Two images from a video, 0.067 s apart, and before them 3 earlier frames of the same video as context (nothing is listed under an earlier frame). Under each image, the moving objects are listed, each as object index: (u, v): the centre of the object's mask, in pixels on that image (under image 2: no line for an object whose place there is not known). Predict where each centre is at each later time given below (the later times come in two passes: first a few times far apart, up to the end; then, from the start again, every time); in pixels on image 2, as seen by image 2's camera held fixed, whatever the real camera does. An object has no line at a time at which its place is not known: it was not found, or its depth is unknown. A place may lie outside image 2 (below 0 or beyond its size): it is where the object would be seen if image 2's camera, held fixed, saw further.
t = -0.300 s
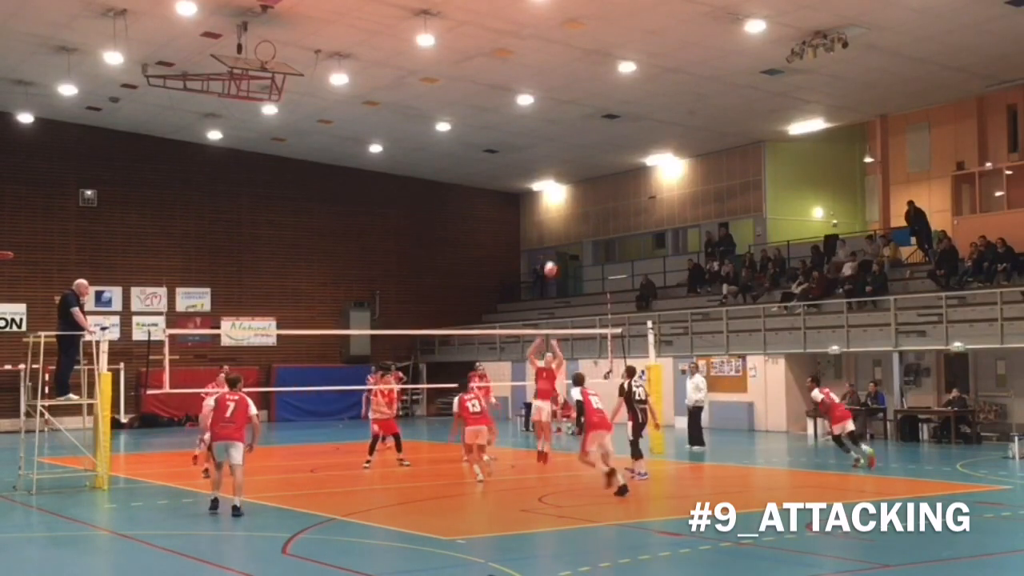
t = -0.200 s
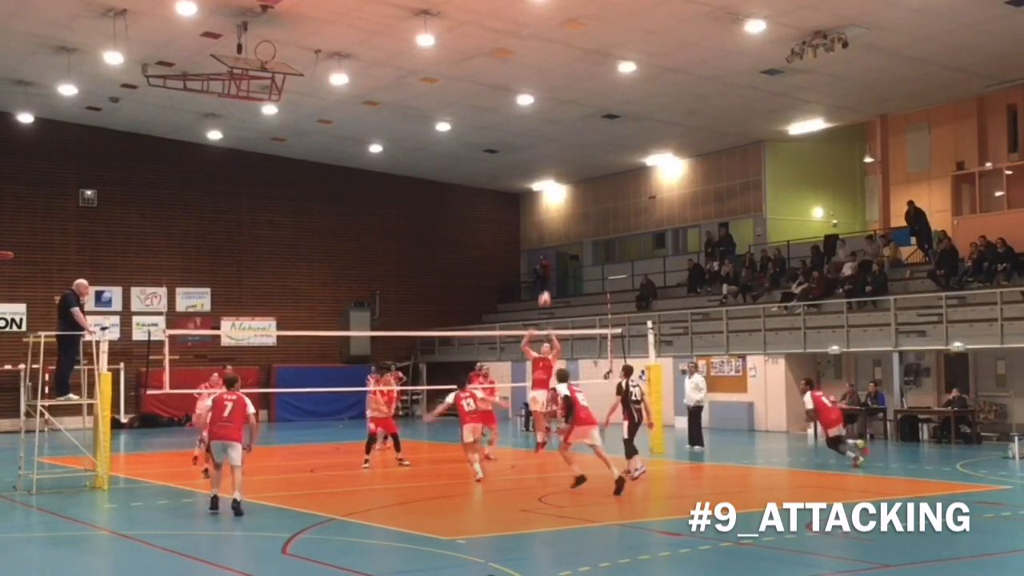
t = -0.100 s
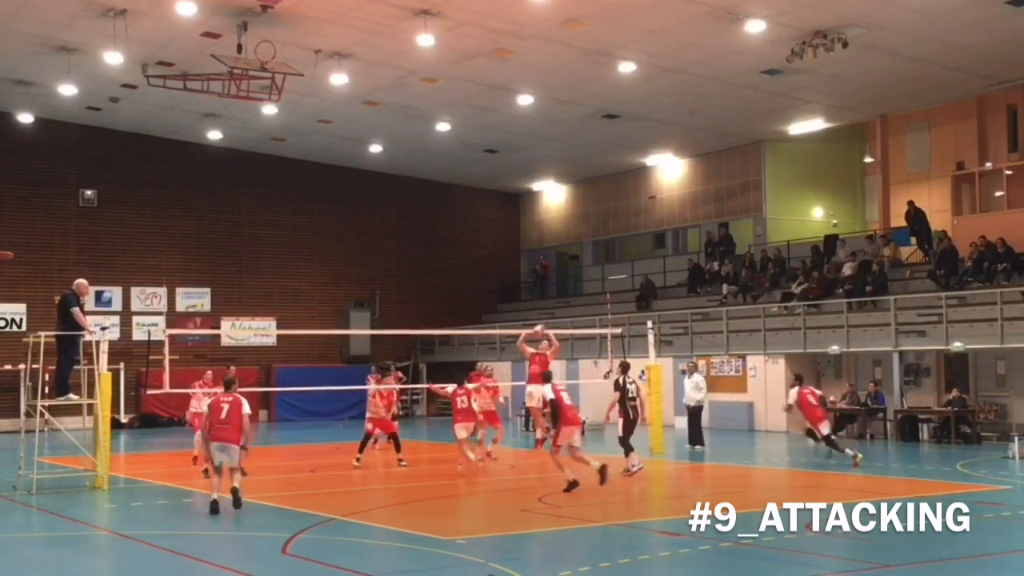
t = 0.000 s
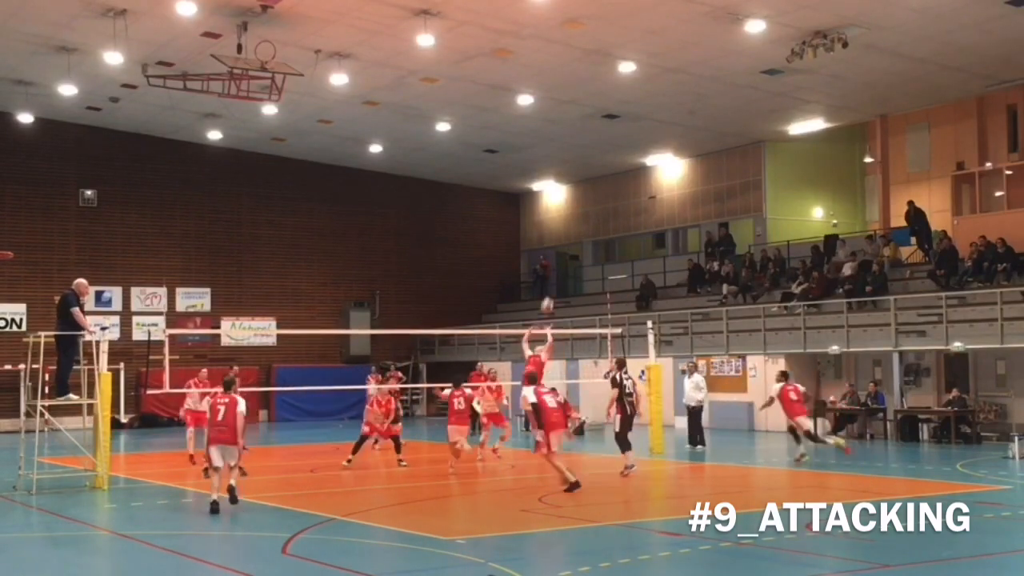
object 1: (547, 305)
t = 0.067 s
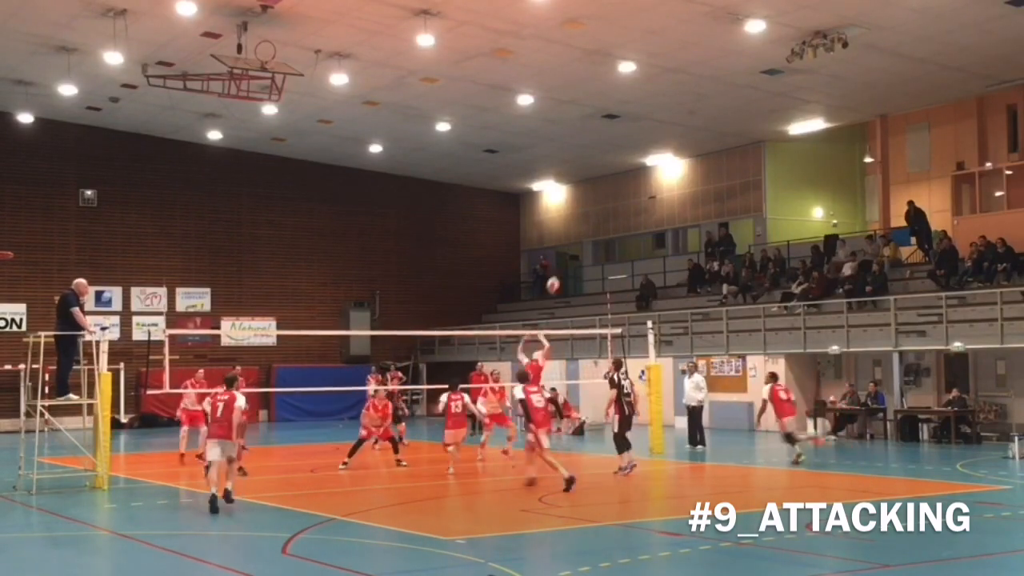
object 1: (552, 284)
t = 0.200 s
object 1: (564, 252)
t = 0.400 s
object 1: (583, 224)
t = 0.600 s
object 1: (601, 221)
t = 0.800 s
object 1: (618, 239)
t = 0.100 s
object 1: (556, 274)
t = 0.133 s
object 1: (559, 266)
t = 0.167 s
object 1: (562, 259)
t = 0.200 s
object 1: (564, 252)
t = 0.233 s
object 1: (568, 245)
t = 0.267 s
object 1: (572, 240)
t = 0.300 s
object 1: (574, 235)
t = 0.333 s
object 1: (577, 231)
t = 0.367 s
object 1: (580, 227)
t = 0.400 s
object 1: (583, 224)
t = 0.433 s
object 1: (586, 222)
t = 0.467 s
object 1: (589, 221)
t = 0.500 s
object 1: (592, 220)
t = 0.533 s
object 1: (595, 220)
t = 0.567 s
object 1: (598, 220)
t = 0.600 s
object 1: (601, 221)
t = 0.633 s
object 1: (603, 222)
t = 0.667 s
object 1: (606, 225)
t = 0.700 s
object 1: (609, 227)
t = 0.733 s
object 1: (612, 231)
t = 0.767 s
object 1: (615, 234)
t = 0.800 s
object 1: (618, 239)
